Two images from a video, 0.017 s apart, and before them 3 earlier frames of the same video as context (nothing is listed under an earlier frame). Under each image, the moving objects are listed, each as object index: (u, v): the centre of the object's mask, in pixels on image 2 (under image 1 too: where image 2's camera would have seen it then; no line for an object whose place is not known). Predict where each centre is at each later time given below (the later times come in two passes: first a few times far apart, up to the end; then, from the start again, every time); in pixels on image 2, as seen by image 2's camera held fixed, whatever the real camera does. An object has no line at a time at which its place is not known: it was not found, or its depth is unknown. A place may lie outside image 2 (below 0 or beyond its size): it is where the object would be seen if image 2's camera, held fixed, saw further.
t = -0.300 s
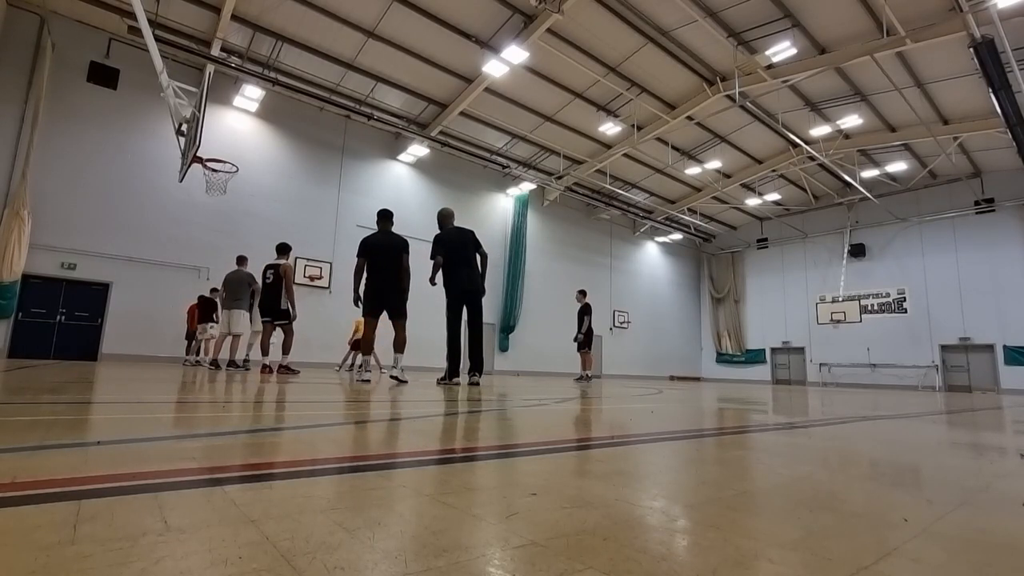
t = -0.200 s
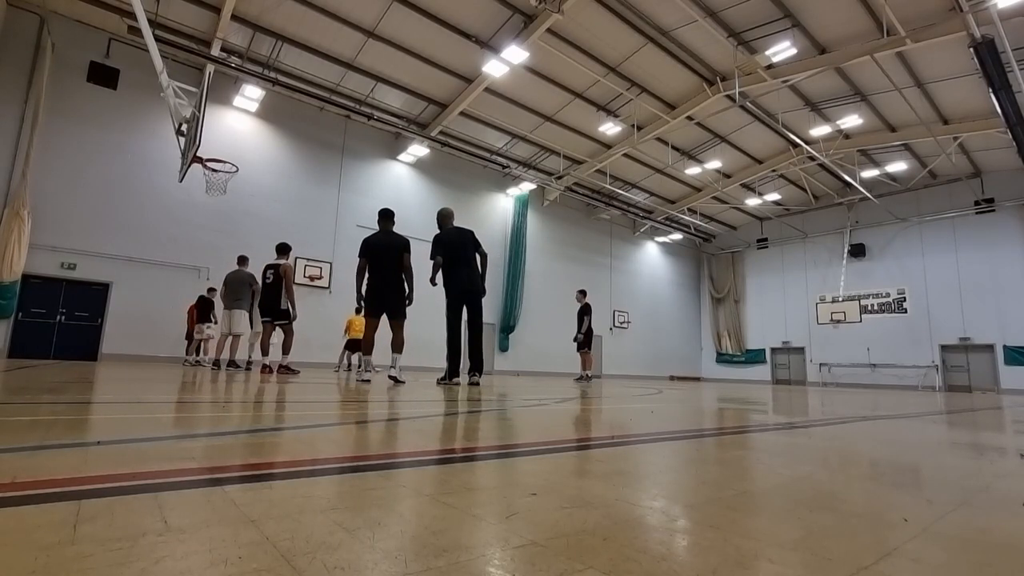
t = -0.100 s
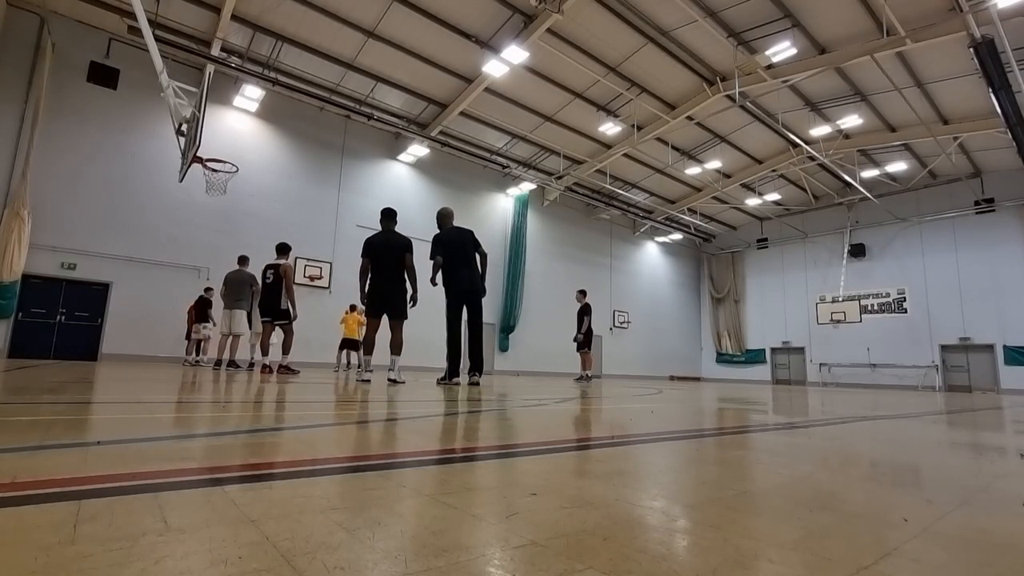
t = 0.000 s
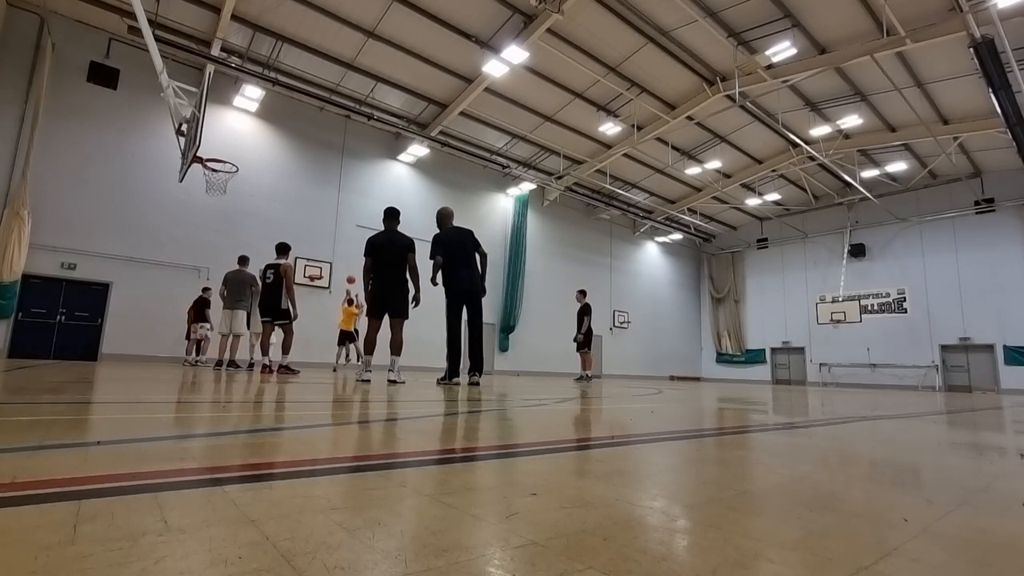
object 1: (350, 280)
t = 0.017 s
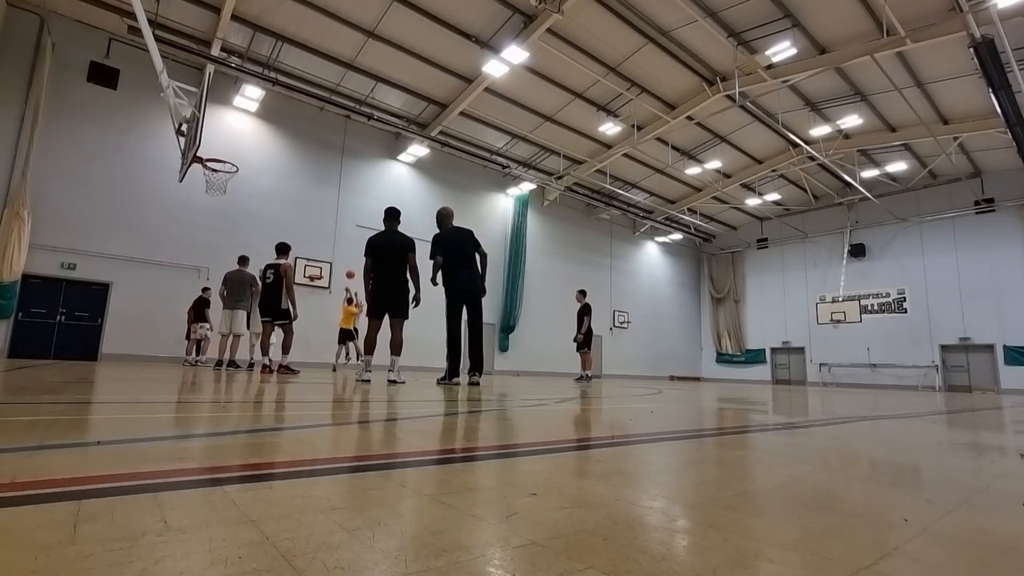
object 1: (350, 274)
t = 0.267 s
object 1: (339, 206)
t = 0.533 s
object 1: (322, 151)
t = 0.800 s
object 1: (301, 117)
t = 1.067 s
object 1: (271, 111)
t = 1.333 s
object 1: (226, 142)
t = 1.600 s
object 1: (211, 179)
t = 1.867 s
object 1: (212, 193)
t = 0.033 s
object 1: (349, 270)
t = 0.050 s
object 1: (348, 264)
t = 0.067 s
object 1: (348, 260)
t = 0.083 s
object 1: (347, 255)
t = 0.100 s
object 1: (346, 250)
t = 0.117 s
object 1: (346, 246)
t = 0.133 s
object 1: (345, 241)
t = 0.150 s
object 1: (344, 236)
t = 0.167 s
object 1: (343, 232)
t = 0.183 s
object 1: (343, 227)
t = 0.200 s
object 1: (342, 223)
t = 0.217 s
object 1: (341, 219)
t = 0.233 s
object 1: (340, 215)
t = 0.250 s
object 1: (339, 210)
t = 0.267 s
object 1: (339, 206)
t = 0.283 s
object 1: (338, 203)
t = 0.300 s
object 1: (337, 198)
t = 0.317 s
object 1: (336, 194)
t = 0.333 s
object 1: (335, 191)
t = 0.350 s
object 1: (334, 187)
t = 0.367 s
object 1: (333, 183)
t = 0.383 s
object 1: (332, 180)
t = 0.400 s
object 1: (331, 176)
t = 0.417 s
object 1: (330, 173)
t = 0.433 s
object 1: (329, 169)
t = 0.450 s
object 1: (328, 166)
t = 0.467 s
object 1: (327, 163)
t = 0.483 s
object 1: (326, 160)
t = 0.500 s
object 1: (325, 157)
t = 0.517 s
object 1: (324, 154)
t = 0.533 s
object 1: (322, 151)
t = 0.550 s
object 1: (322, 148)
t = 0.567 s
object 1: (320, 146)
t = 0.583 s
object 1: (319, 143)
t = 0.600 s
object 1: (318, 140)
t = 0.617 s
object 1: (317, 138)
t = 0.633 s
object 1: (315, 136)
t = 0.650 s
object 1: (314, 133)
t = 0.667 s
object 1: (313, 131)
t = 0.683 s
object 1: (311, 129)
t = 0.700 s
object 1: (310, 127)
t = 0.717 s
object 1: (308, 125)
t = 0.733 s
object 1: (307, 124)
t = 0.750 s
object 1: (306, 122)
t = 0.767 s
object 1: (304, 120)
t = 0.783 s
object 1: (303, 119)
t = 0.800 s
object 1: (301, 117)
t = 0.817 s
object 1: (299, 116)
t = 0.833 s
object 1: (298, 115)
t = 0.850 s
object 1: (296, 113)
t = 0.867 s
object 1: (294, 113)
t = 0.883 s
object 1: (292, 112)
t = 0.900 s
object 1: (291, 111)
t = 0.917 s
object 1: (289, 110)
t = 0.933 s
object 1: (287, 109)
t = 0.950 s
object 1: (285, 109)
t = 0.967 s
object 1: (283, 109)
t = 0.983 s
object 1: (281, 109)
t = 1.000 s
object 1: (279, 109)
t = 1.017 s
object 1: (277, 109)
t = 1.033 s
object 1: (275, 109)
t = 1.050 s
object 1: (273, 110)
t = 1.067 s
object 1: (271, 111)
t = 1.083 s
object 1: (268, 111)
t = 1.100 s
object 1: (266, 112)
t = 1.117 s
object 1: (263, 114)
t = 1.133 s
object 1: (261, 115)
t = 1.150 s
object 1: (258, 116)
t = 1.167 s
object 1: (255, 118)
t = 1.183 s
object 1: (253, 119)
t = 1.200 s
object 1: (250, 121)
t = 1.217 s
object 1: (247, 123)
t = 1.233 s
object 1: (244, 125)
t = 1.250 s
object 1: (241, 127)
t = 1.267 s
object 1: (238, 130)
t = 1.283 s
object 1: (235, 133)
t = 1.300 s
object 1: (232, 136)
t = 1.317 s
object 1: (229, 139)
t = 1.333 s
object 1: (226, 142)
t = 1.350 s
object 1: (222, 146)
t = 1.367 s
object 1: (219, 150)
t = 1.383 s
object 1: (215, 154)
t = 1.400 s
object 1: (212, 159)
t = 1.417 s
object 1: (213, 162)
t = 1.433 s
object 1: (219, 163)
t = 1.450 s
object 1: (224, 165)
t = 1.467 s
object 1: (226, 166)
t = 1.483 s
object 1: (224, 168)
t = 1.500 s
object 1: (223, 169)
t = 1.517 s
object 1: (221, 171)
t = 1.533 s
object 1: (219, 173)
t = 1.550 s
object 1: (217, 174)
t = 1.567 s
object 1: (214, 176)
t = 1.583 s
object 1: (213, 178)
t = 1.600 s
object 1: (211, 179)
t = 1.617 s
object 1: (209, 180)
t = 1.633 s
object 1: (208, 181)
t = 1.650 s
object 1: (207, 181)
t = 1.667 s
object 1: (207, 182)
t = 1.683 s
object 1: (207, 182)
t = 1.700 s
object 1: (207, 182)
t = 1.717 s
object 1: (208, 182)
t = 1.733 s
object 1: (208, 183)
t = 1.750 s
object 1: (209, 183)
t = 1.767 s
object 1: (209, 184)
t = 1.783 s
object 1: (210, 185)
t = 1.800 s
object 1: (210, 187)
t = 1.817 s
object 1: (211, 188)
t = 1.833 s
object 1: (212, 189)
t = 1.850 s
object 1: (212, 191)
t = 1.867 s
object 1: (212, 193)
